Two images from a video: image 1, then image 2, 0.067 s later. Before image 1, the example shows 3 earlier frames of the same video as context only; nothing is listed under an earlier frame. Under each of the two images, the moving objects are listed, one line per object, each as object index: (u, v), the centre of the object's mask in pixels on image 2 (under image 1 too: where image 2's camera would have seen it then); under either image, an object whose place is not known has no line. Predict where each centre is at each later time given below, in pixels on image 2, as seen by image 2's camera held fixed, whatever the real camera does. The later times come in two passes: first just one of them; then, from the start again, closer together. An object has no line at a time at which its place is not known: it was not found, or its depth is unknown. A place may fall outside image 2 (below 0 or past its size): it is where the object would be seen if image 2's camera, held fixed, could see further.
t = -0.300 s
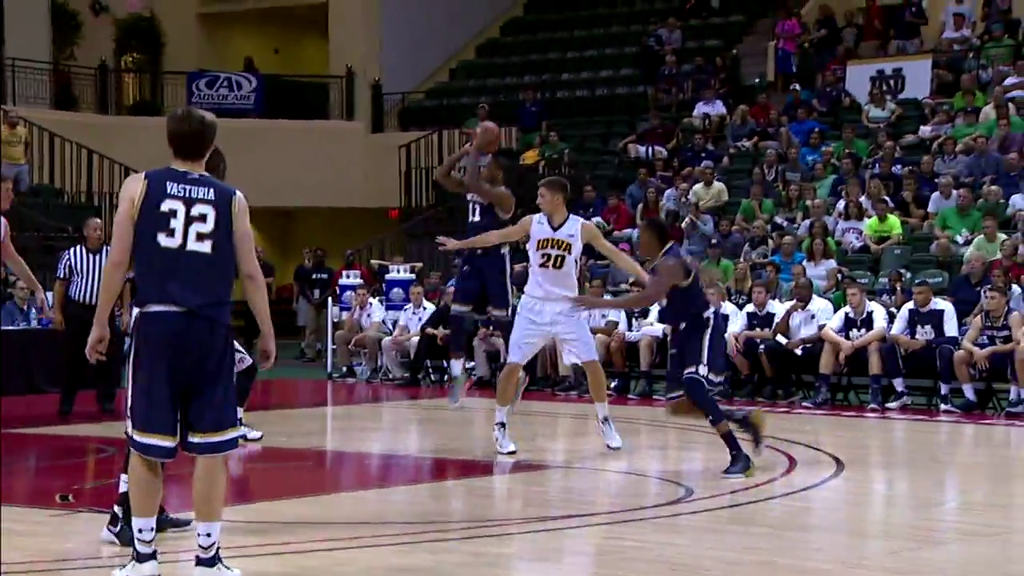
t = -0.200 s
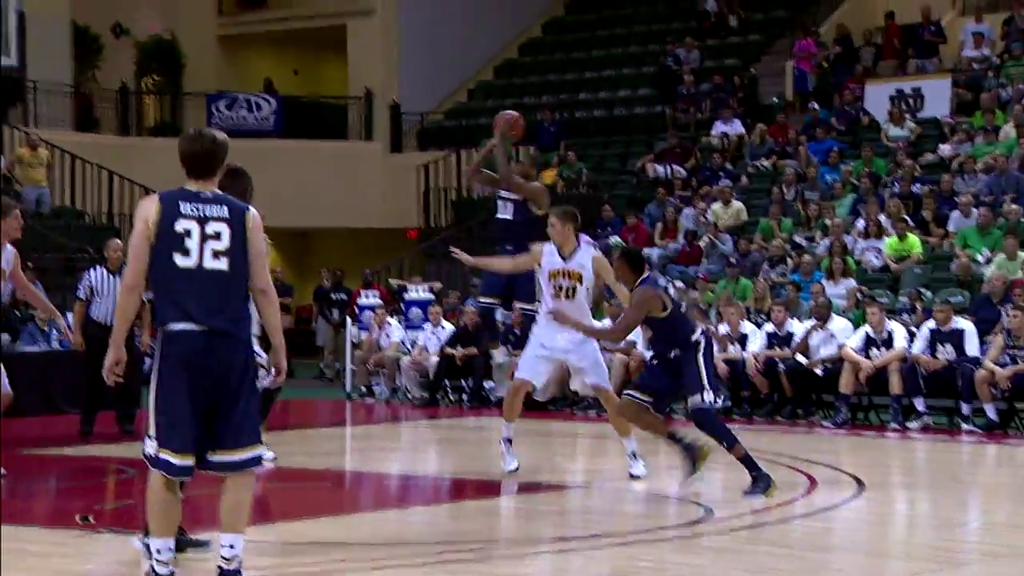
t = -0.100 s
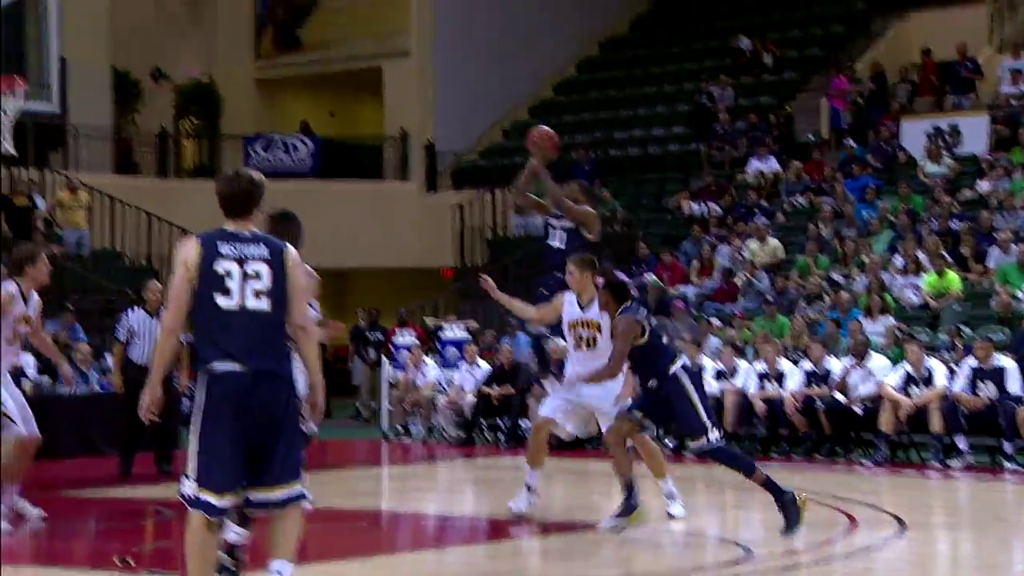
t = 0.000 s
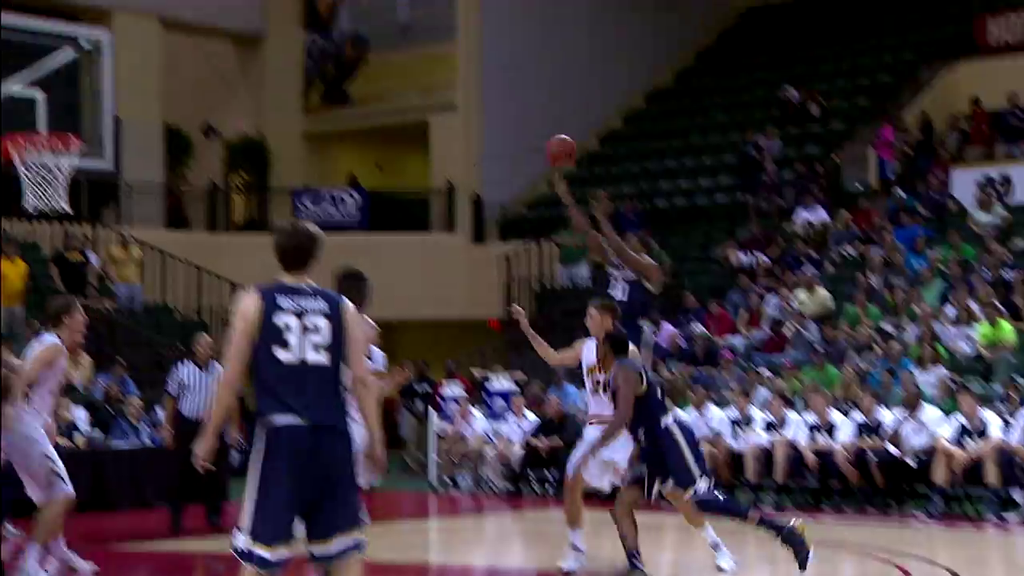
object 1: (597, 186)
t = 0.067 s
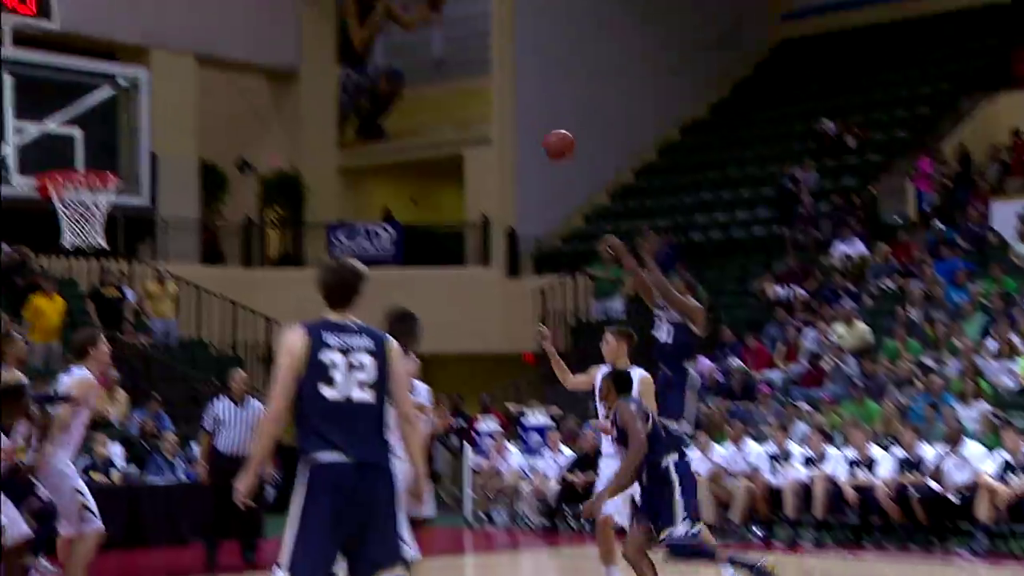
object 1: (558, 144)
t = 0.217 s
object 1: (478, 79)
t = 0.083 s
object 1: (549, 135)
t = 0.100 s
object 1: (541, 128)
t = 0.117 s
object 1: (532, 119)
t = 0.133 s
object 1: (522, 112)
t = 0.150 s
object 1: (514, 105)
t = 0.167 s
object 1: (505, 98)
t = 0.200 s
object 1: (486, 85)
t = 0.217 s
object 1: (478, 79)
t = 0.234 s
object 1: (469, 72)
